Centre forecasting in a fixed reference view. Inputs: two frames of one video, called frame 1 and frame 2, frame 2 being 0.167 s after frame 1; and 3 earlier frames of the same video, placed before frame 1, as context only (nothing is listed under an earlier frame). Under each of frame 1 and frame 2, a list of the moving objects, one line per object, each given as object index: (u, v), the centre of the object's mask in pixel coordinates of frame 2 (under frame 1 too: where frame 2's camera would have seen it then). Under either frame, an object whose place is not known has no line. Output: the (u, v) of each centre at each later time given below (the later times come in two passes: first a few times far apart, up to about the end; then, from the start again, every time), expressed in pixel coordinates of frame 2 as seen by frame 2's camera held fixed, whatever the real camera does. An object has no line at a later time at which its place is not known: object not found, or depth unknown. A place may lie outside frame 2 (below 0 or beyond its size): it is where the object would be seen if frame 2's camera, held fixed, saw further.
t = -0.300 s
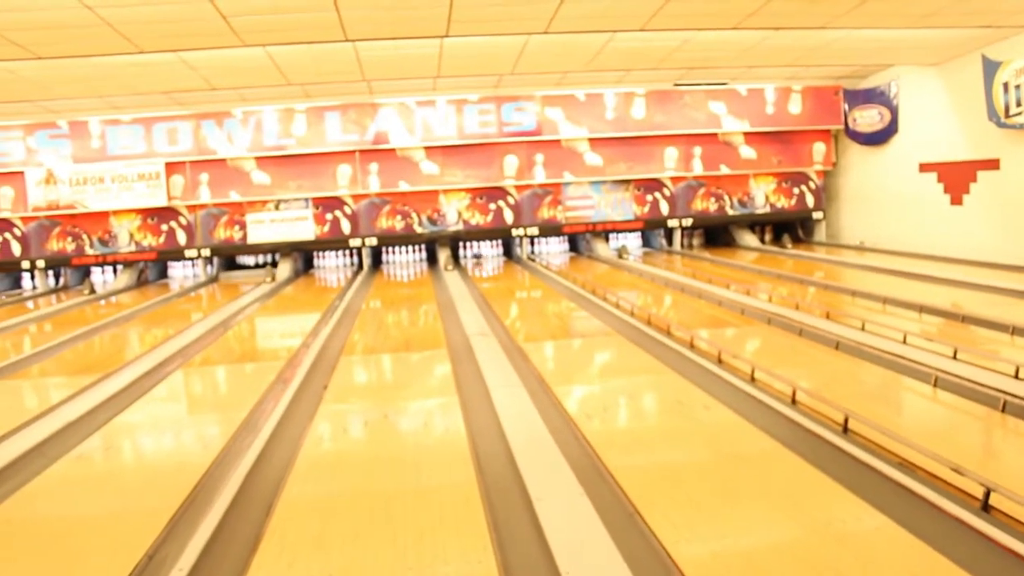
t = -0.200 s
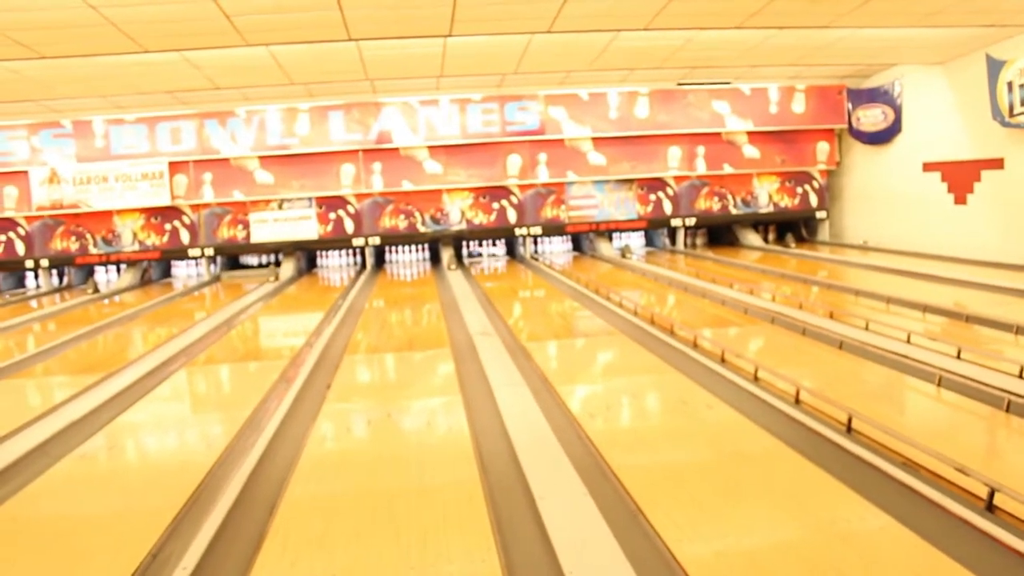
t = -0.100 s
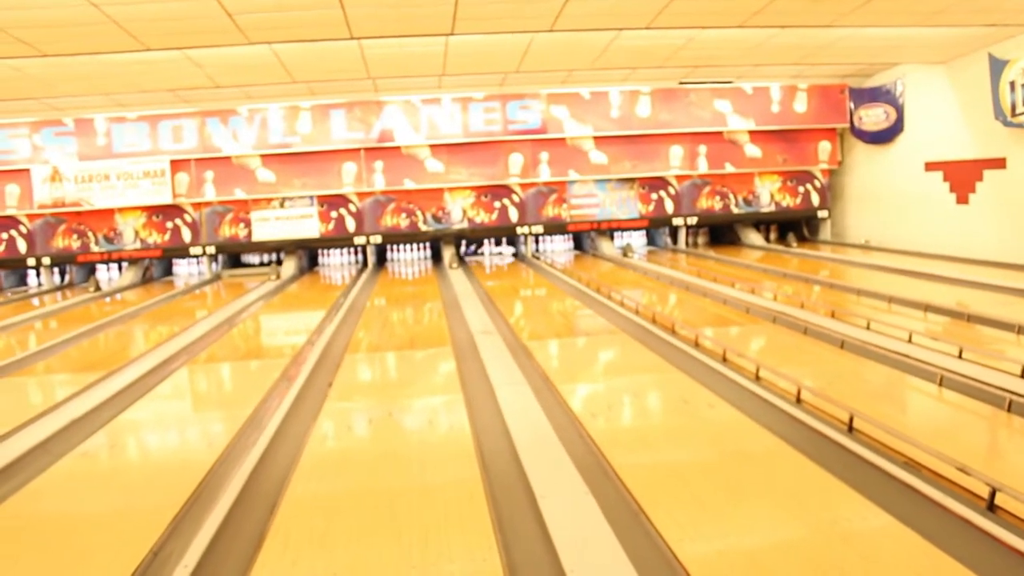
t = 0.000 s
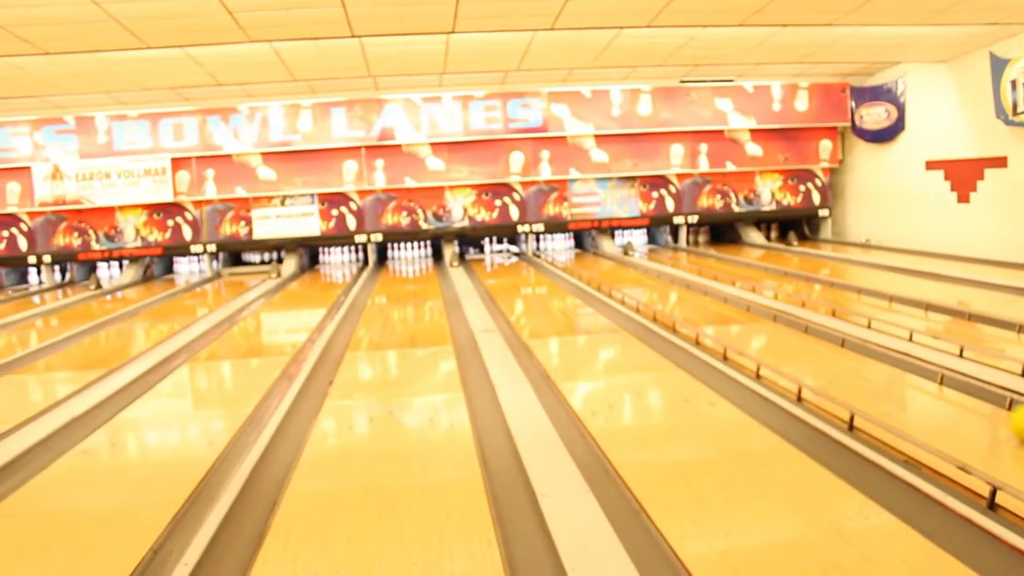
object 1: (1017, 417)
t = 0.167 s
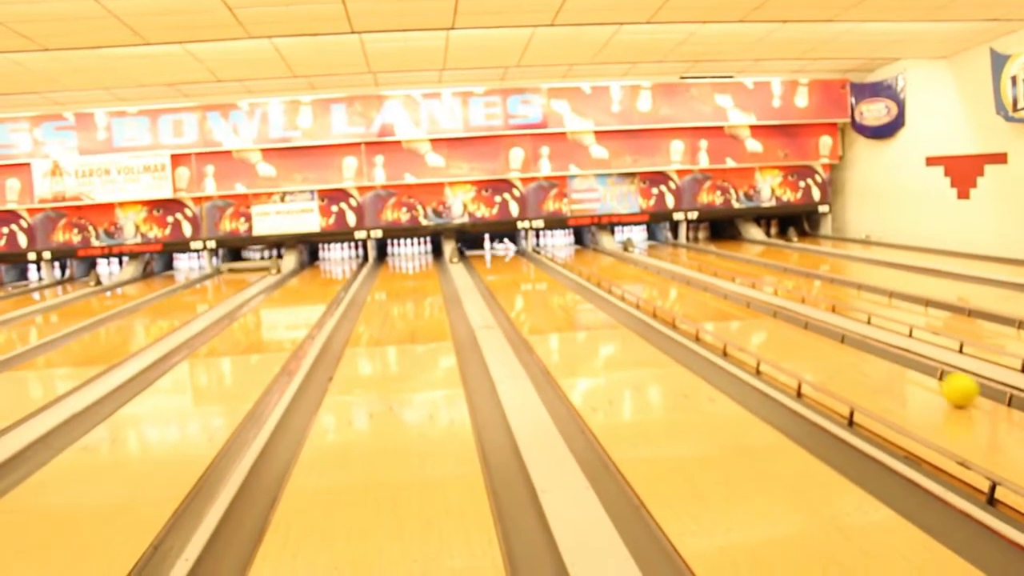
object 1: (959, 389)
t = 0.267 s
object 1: (926, 375)
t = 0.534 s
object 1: (856, 346)
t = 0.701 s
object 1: (822, 332)
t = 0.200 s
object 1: (948, 385)
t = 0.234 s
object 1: (937, 380)
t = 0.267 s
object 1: (926, 375)
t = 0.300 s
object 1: (916, 371)
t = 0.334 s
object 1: (906, 367)
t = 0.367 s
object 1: (897, 363)
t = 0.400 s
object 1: (888, 359)
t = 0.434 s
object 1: (880, 356)
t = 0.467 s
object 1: (871, 352)
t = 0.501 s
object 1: (864, 349)
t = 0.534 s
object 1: (856, 346)
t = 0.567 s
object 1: (849, 343)
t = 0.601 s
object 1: (842, 340)
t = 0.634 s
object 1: (835, 338)
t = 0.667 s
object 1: (829, 335)
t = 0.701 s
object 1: (822, 332)
